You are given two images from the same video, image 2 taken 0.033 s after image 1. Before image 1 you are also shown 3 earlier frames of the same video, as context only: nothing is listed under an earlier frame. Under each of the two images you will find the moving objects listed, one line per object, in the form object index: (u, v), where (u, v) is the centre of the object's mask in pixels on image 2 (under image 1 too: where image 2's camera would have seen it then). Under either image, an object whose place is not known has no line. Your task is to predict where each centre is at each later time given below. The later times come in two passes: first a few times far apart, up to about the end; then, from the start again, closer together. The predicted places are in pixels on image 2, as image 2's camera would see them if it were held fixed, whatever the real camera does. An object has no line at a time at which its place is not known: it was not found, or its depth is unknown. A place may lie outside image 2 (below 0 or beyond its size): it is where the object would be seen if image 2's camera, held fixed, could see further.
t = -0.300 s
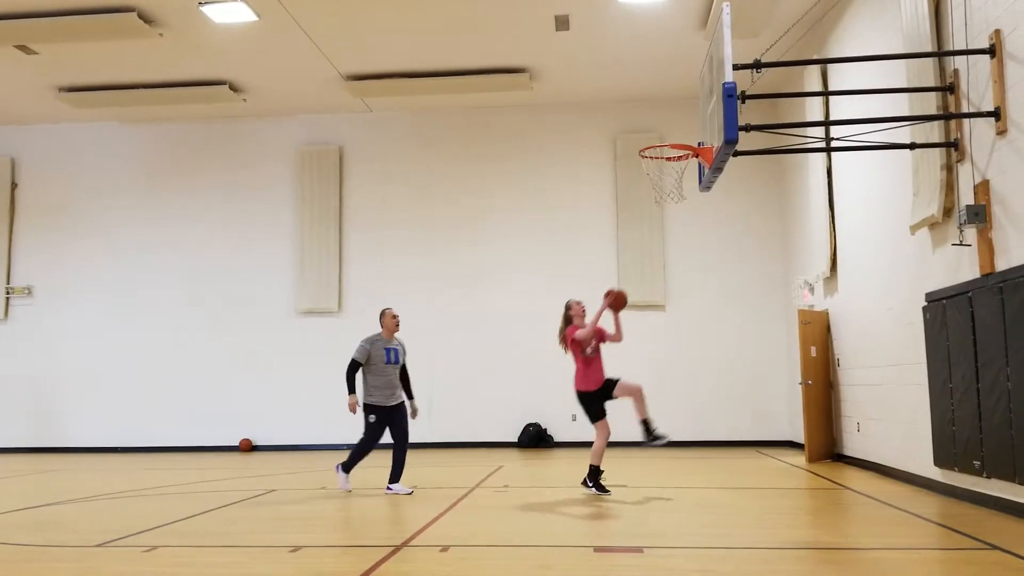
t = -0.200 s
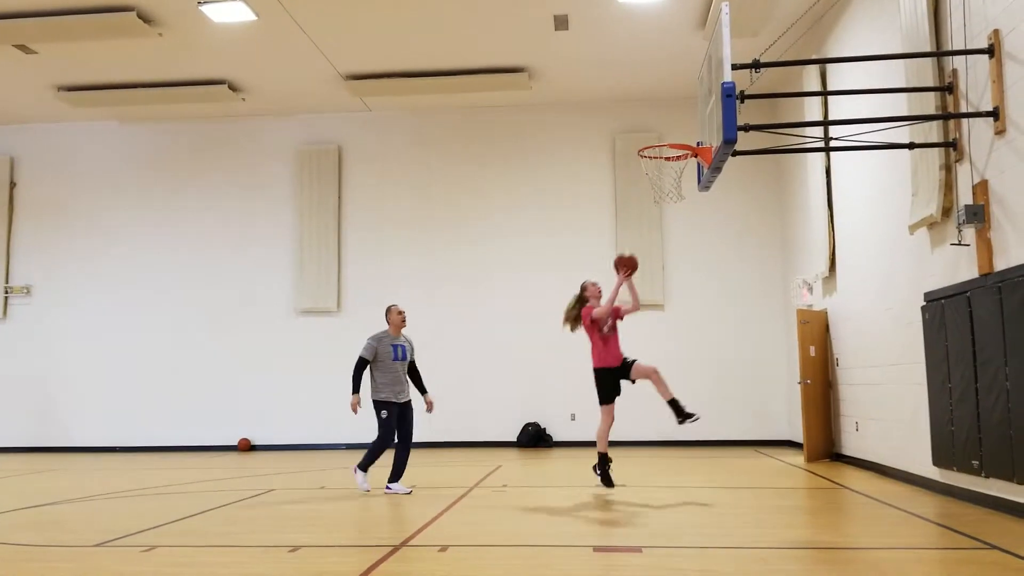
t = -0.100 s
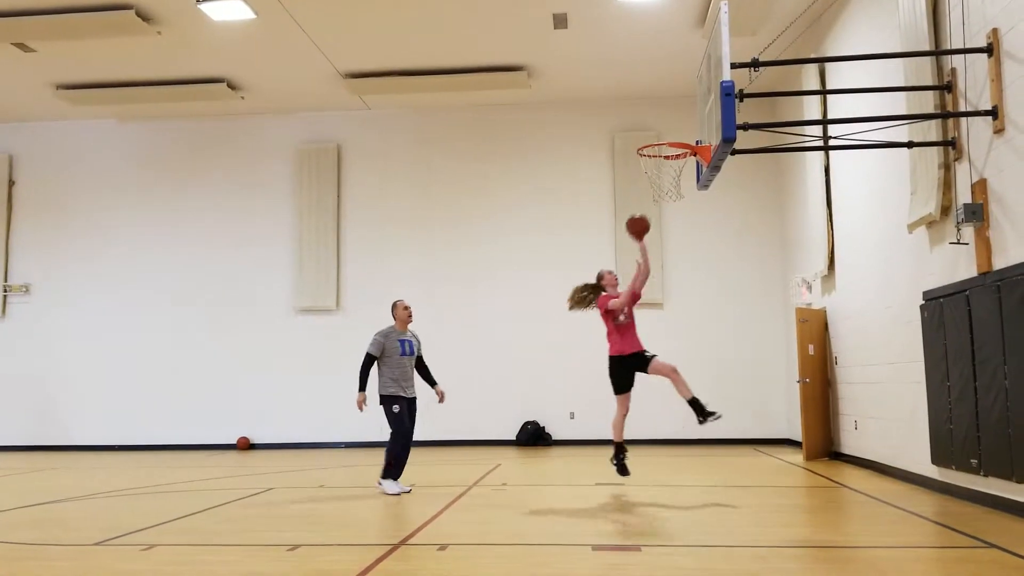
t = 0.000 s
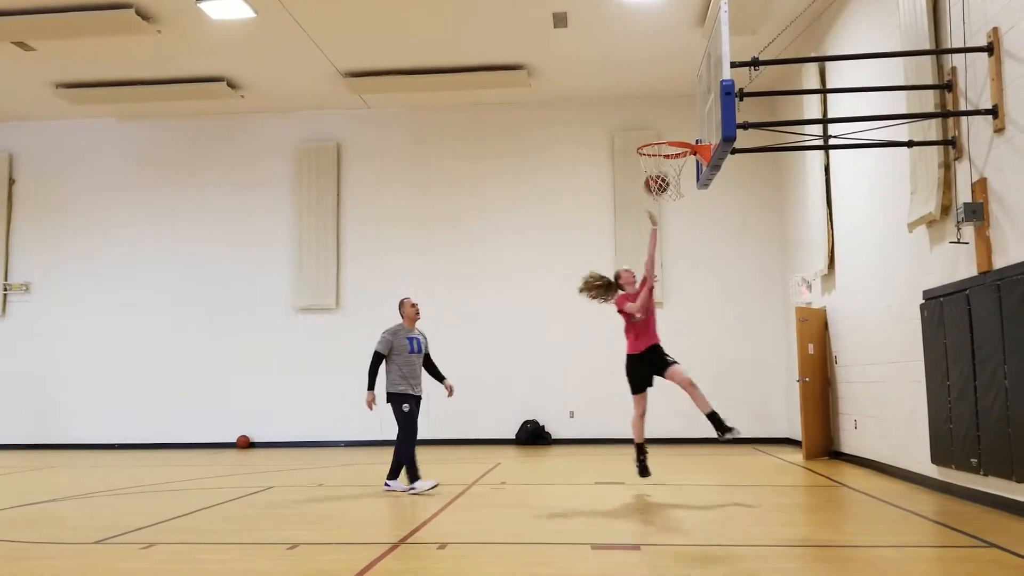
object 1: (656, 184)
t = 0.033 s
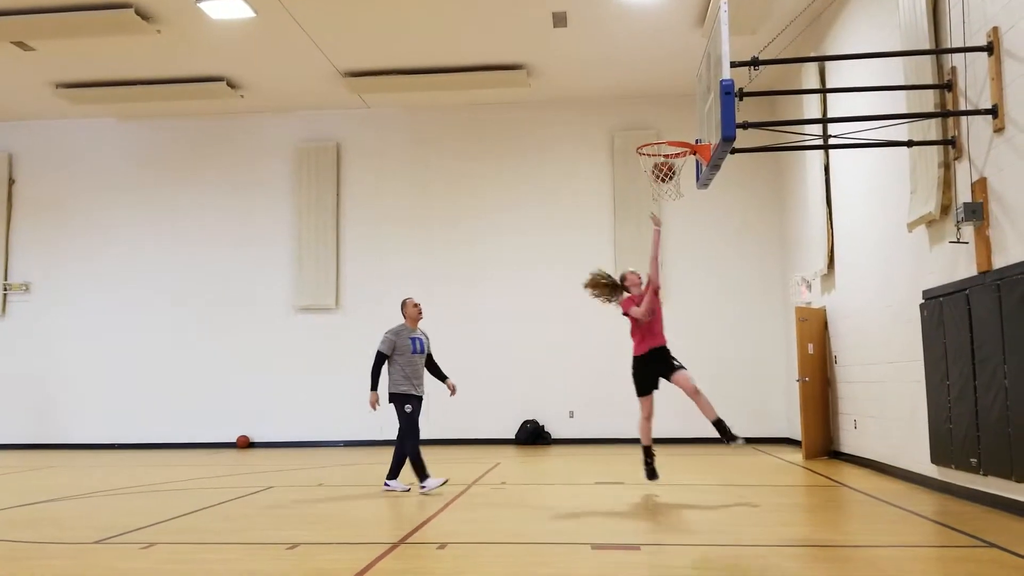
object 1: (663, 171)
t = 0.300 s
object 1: (673, 127)
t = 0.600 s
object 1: (673, 159)
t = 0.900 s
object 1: (668, 227)
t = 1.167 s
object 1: (667, 374)
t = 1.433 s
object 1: (662, 432)
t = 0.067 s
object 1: (671, 161)
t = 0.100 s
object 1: (676, 150)
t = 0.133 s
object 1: (687, 136)
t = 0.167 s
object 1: (693, 132)
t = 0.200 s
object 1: (689, 129)
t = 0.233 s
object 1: (684, 128)
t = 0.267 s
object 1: (678, 127)
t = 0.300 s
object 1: (673, 127)
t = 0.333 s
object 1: (667, 129)
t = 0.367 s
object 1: (662, 131)
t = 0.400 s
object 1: (656, 133)
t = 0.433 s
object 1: (651, 142)
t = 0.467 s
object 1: (656, 144)
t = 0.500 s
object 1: (662, 147)
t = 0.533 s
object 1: (668, 154)
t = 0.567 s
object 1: (673, 156)
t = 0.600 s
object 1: (673, 159)
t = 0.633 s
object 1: (673, 163)
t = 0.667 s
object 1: (673, 168)
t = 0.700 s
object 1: (673, 175)
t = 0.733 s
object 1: (672, 182)
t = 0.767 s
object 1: (672, 188)
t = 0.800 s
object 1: (671, 196)
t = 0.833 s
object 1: (670, 204)
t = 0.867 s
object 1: (669, 215)
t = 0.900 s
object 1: (668, 227)
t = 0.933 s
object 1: (668, 240)
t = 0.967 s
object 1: (667, 255)
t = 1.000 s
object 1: (666, 271)
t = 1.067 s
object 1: (668, 308)
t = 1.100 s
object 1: (667, 328)
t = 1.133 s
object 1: (667, 351)
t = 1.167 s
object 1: (667, 374)
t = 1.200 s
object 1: (667, 400)
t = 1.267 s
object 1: (668, 458)
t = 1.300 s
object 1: (668, 489)
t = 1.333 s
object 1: (667, 492)
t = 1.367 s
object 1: (665, 470)
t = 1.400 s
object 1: (664, 450)
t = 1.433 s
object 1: (662, 432)
